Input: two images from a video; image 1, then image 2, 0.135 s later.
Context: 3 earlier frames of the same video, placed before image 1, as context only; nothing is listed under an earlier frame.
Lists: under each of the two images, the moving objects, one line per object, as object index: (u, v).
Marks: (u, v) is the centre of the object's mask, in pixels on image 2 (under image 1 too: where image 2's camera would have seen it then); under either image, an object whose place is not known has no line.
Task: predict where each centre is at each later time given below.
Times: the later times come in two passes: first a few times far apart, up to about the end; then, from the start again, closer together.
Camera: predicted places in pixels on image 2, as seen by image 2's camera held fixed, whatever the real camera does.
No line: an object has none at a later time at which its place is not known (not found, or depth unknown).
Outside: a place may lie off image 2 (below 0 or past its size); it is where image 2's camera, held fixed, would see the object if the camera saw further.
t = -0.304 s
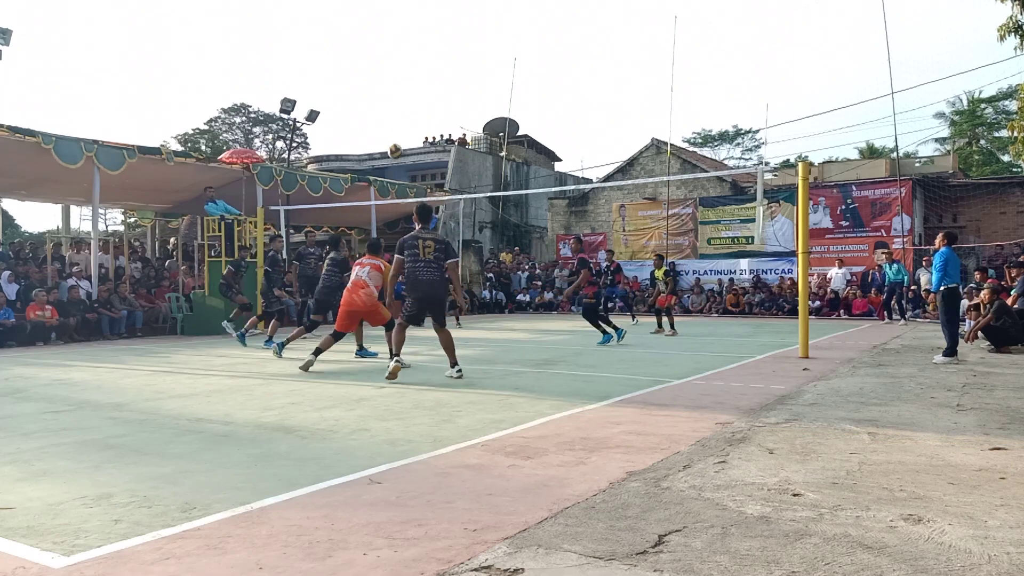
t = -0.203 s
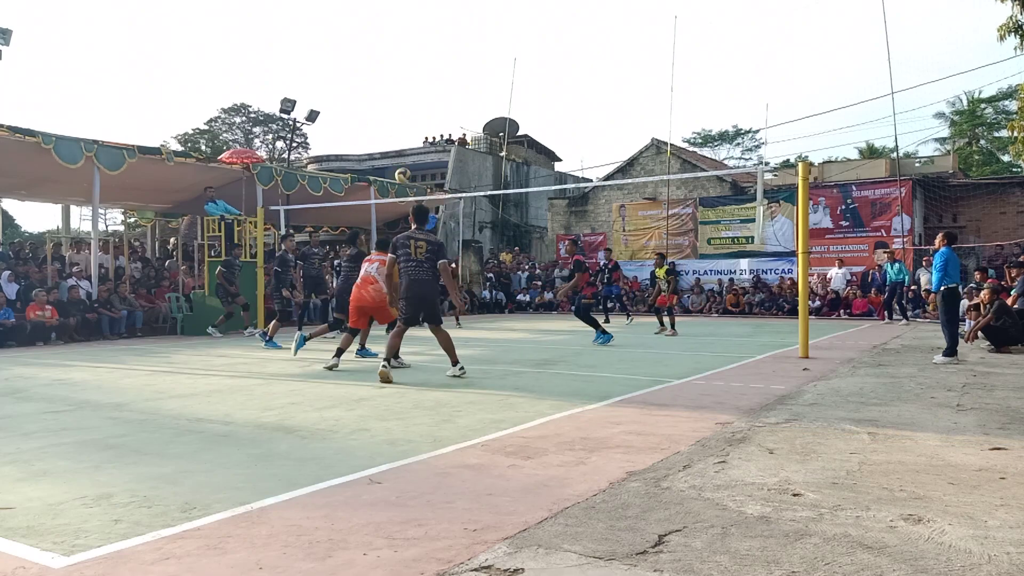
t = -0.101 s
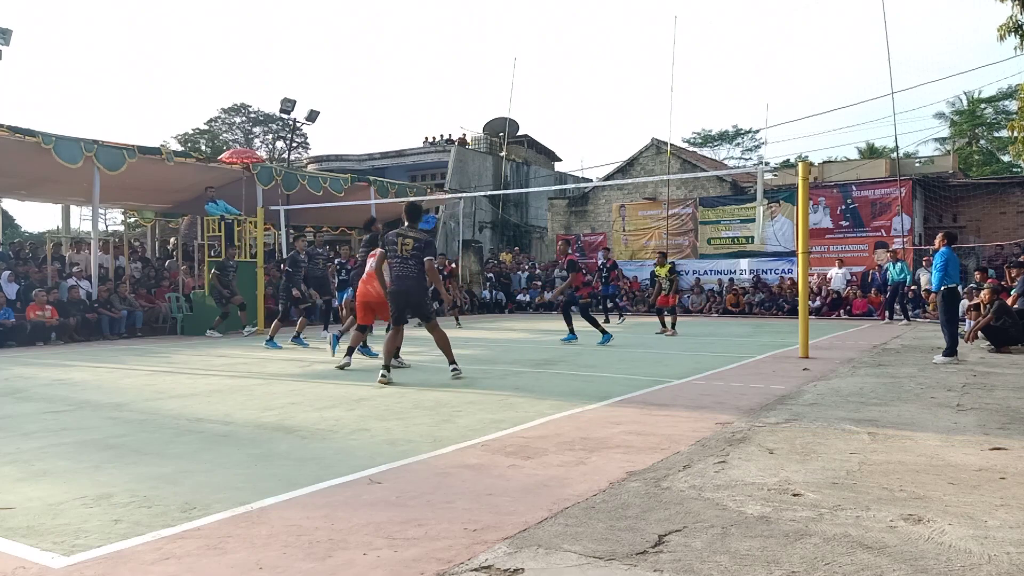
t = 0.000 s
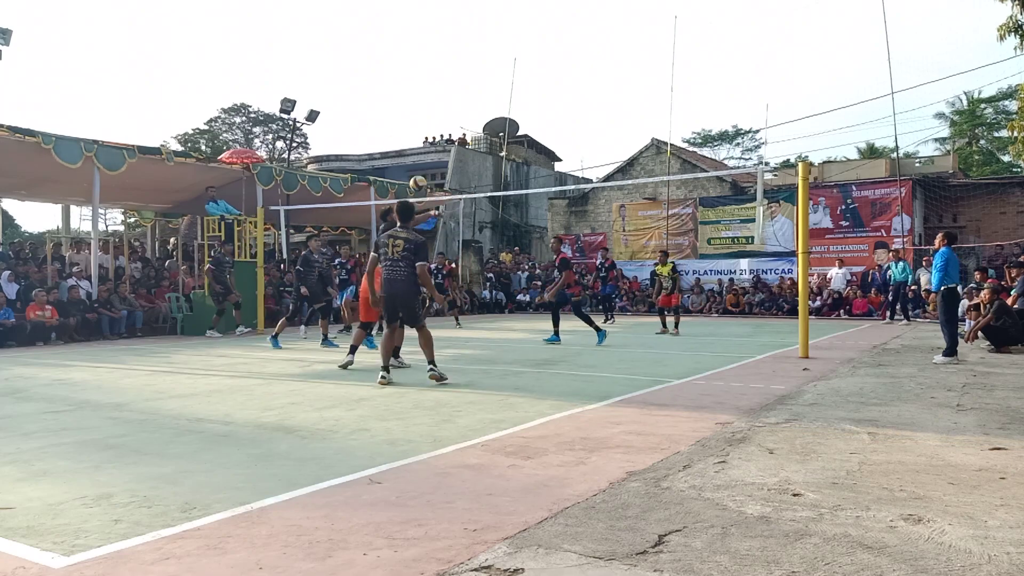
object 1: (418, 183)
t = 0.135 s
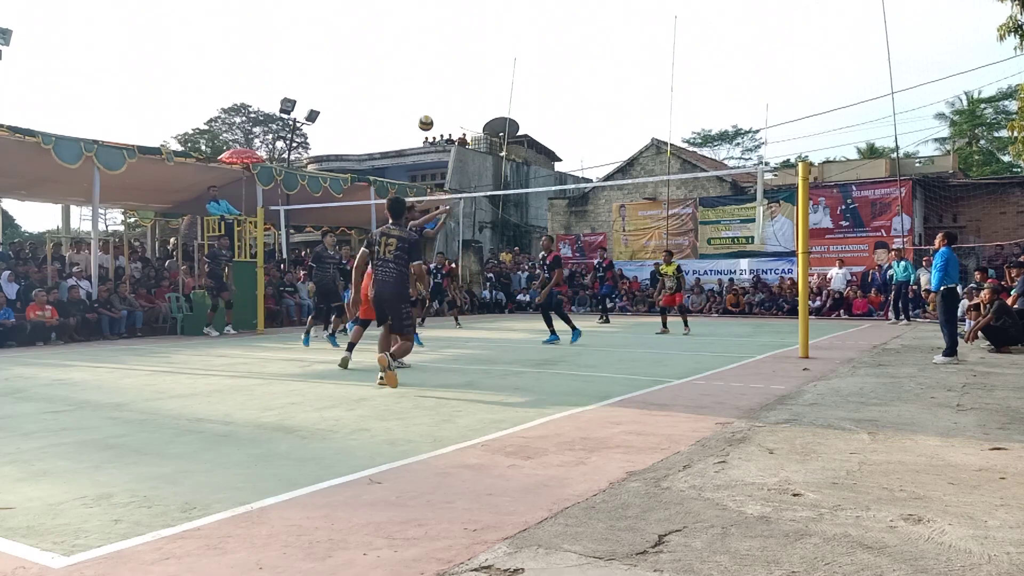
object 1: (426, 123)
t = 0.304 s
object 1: (434, 67)
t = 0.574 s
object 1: (447, 24)
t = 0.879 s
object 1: (461, 41)
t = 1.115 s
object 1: (471, 100)
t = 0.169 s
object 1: (427, 110)
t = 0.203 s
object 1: (429, 98)
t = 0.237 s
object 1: (431, 87)
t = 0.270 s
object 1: (433, 77)
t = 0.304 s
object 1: (434, 67)
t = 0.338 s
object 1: (436, 59)
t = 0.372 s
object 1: (438, 51)
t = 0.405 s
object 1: (439, 44)
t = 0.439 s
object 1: (441, 39)
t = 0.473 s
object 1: (442, 34)
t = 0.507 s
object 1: (444, 30)
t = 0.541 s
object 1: (446, 26)
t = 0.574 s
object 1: (447, 24)
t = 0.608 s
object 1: (449, 23)
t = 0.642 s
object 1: (450, 22)
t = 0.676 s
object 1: (452, 22)
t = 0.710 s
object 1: (454, 23)
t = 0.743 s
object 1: (455, 25)
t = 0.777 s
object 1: (457, 28)
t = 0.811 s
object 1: (458, 31)
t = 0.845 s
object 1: (460, 36)
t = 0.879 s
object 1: (461, 41)
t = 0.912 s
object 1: (463, 47)
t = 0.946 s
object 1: (464, 54)
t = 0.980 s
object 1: (466, 62)
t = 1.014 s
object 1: (467, 70)
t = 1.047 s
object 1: (469, 79)
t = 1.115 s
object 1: (471, 100)
